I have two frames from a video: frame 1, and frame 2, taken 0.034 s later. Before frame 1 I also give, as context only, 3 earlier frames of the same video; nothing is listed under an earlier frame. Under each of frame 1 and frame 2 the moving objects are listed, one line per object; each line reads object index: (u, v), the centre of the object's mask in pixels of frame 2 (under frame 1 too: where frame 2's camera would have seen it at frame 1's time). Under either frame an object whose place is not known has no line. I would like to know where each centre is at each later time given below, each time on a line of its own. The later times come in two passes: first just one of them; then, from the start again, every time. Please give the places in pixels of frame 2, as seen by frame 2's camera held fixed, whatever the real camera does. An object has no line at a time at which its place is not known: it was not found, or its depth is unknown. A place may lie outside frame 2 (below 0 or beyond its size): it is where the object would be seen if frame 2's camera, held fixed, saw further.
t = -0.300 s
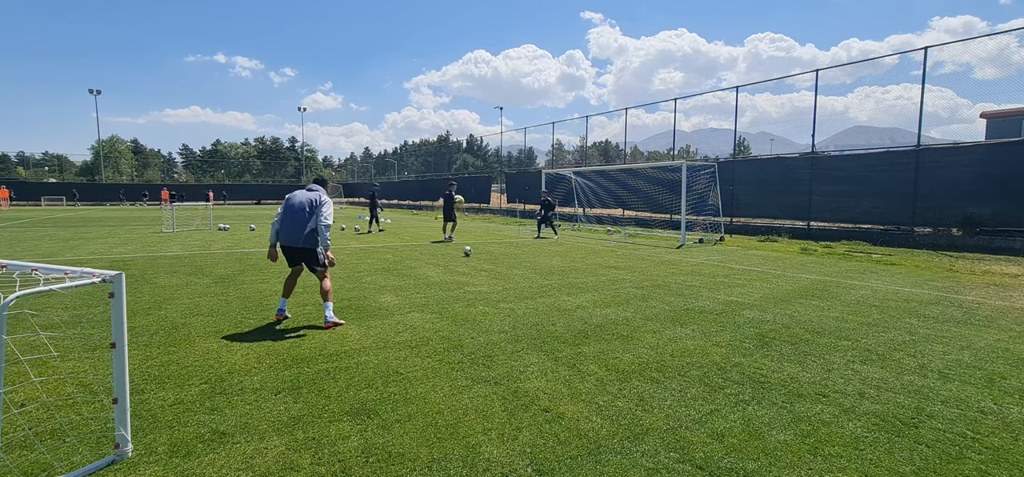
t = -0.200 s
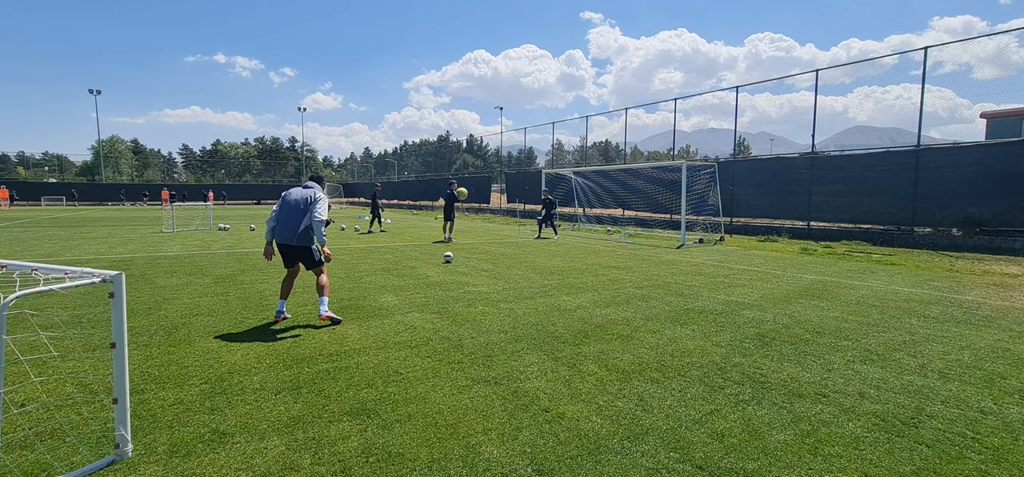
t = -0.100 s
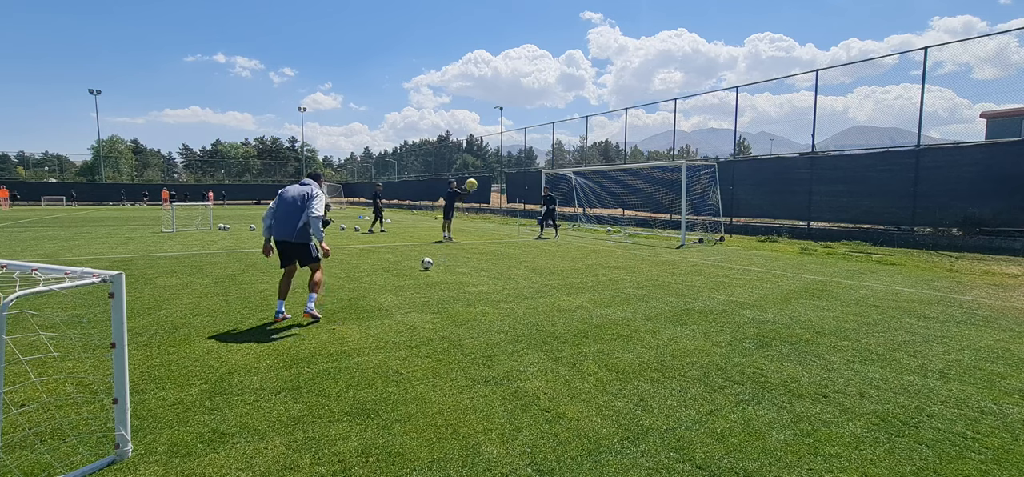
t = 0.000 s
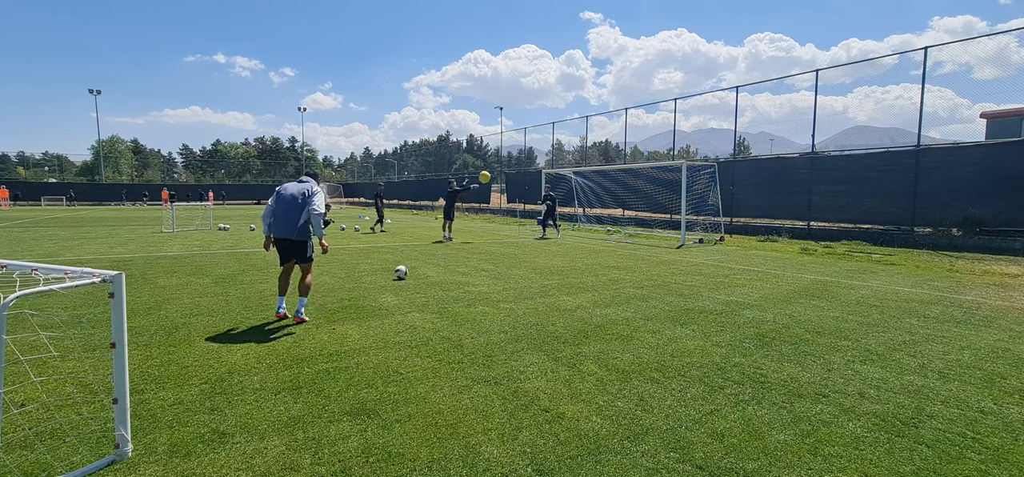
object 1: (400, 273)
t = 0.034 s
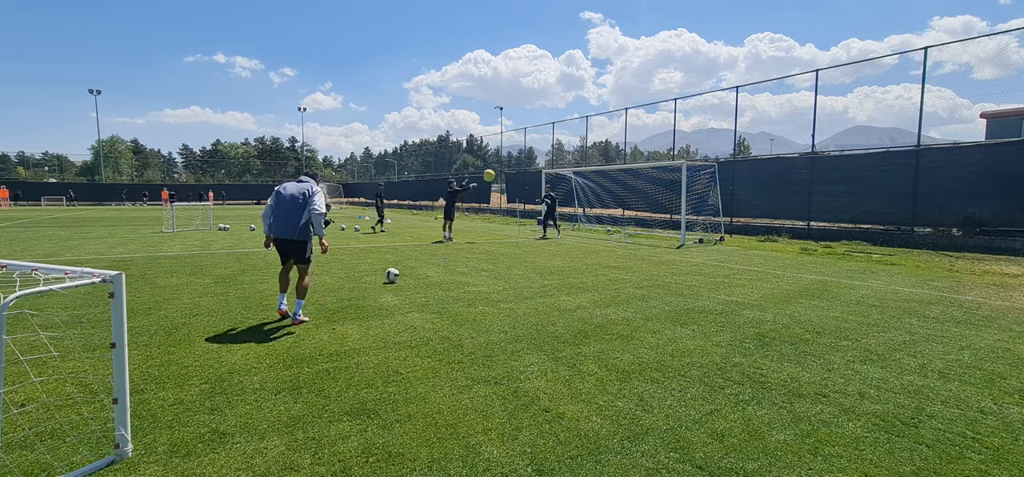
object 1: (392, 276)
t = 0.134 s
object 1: (360, 287)
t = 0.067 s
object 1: (382, 279)
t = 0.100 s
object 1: (371, 284)
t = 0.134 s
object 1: (360, 287)
